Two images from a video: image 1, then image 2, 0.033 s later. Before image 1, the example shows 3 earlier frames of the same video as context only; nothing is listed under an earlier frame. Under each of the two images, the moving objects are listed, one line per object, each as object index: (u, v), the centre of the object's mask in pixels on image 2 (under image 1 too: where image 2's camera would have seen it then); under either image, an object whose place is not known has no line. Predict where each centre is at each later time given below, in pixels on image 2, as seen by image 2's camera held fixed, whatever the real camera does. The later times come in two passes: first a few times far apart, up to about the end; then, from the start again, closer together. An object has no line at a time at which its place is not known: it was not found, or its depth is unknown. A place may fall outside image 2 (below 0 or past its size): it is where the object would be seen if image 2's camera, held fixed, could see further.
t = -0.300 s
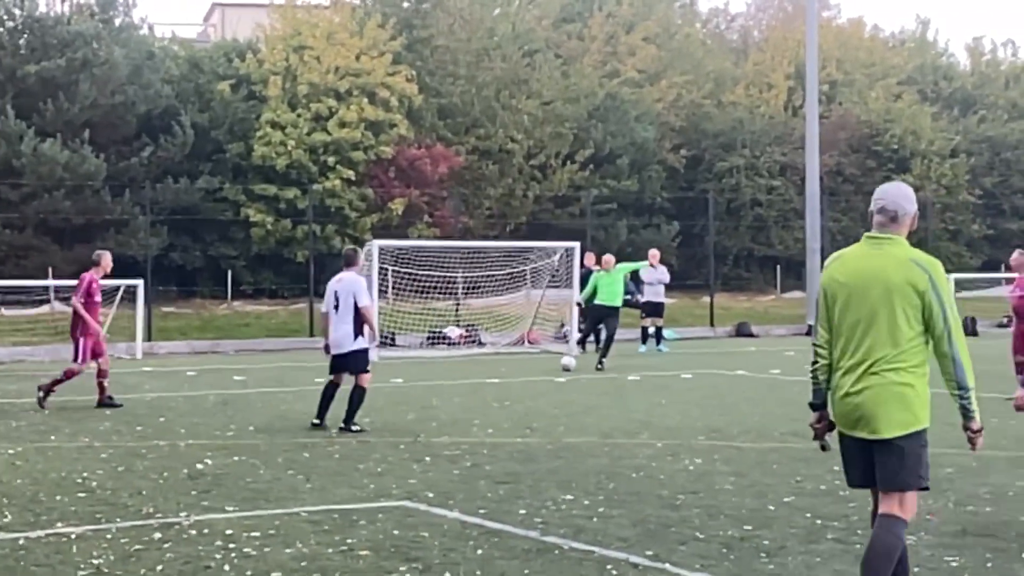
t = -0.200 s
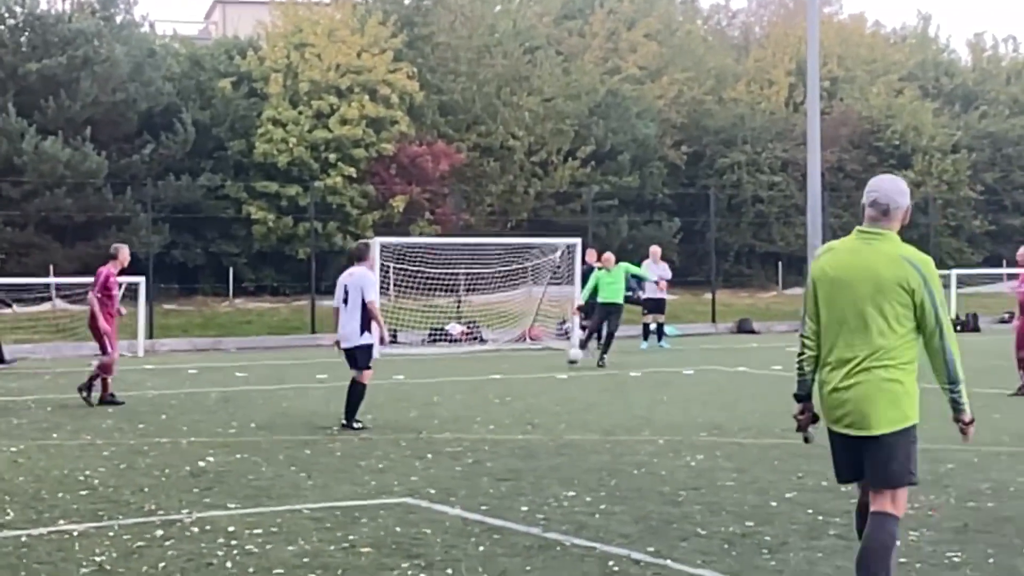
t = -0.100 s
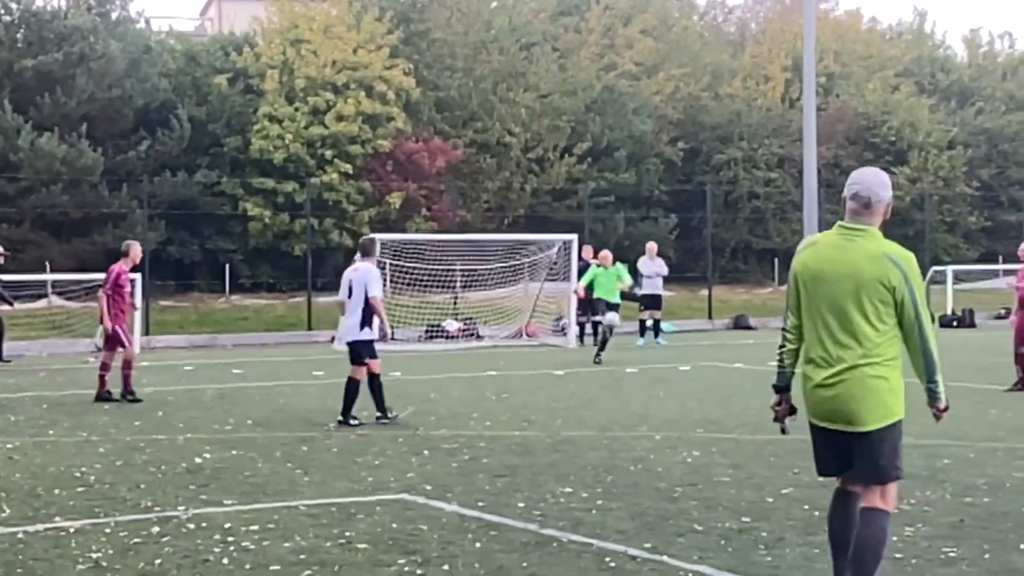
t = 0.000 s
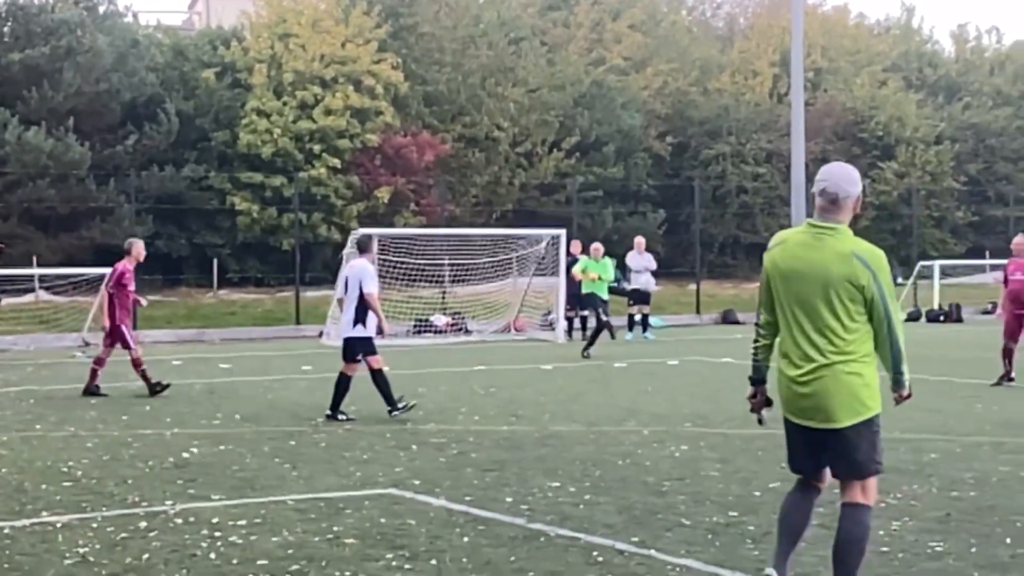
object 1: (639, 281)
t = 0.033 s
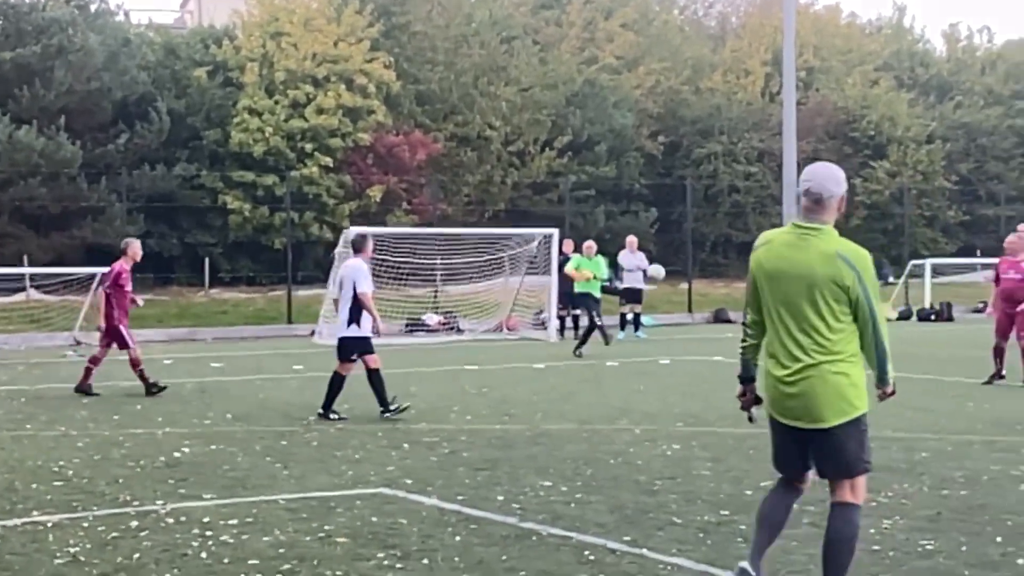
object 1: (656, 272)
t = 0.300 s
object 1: (835, 201)
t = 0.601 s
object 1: (1187, 155)
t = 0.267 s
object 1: (808, 209)
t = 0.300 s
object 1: (835, 201)
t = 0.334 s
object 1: (864, 194)
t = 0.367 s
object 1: (894, 187)
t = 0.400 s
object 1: (928, 180)
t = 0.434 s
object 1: (963, 174)
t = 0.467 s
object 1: (1001, 169)
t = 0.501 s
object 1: (1042, 164)
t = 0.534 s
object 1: (1087, 161)
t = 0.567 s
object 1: (1134, 157)
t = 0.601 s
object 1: (1187, 155)
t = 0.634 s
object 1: (1245, 153)
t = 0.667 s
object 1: (1308, 153)
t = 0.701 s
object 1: (1377, 155)
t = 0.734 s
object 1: (1452, 158)
